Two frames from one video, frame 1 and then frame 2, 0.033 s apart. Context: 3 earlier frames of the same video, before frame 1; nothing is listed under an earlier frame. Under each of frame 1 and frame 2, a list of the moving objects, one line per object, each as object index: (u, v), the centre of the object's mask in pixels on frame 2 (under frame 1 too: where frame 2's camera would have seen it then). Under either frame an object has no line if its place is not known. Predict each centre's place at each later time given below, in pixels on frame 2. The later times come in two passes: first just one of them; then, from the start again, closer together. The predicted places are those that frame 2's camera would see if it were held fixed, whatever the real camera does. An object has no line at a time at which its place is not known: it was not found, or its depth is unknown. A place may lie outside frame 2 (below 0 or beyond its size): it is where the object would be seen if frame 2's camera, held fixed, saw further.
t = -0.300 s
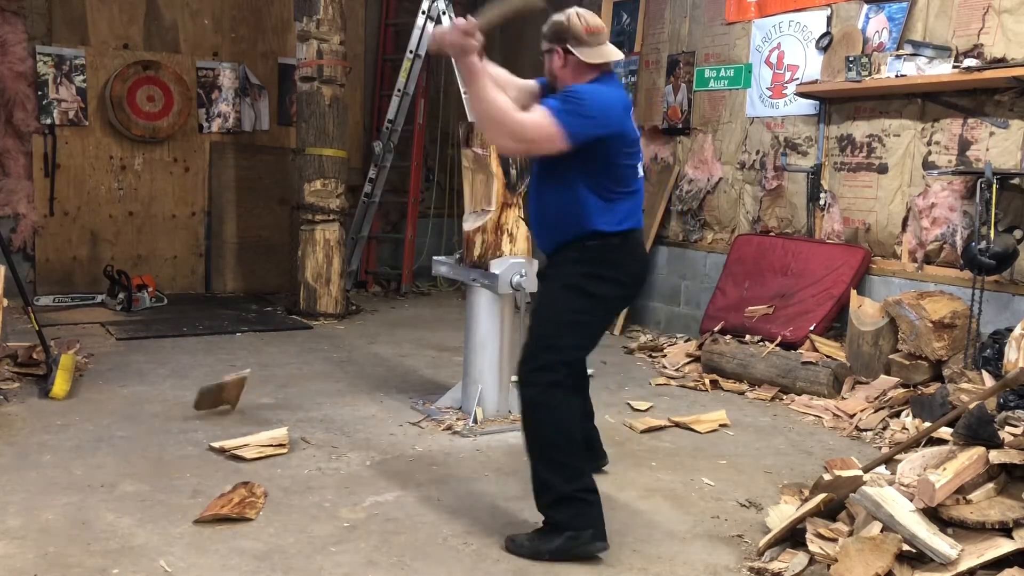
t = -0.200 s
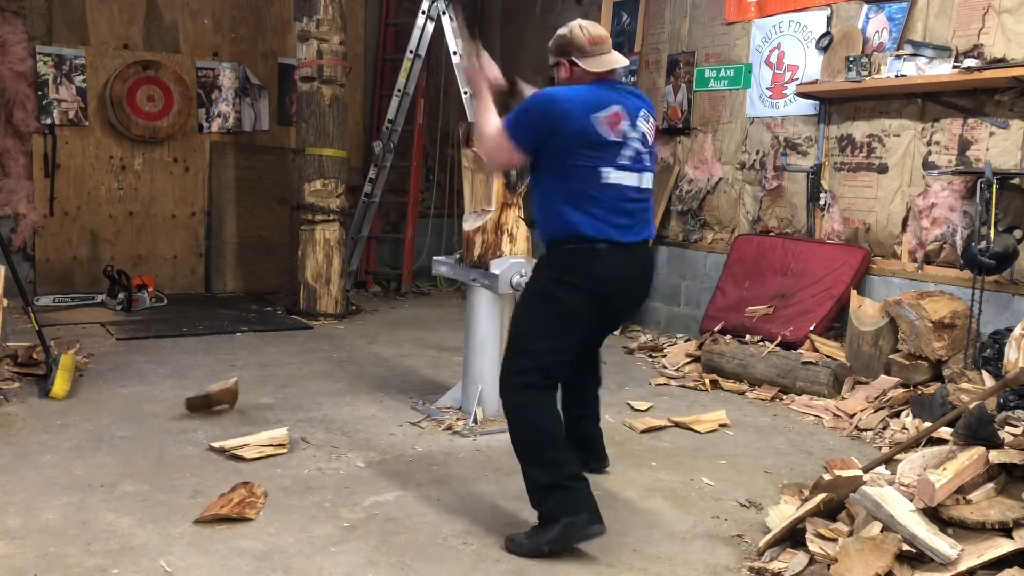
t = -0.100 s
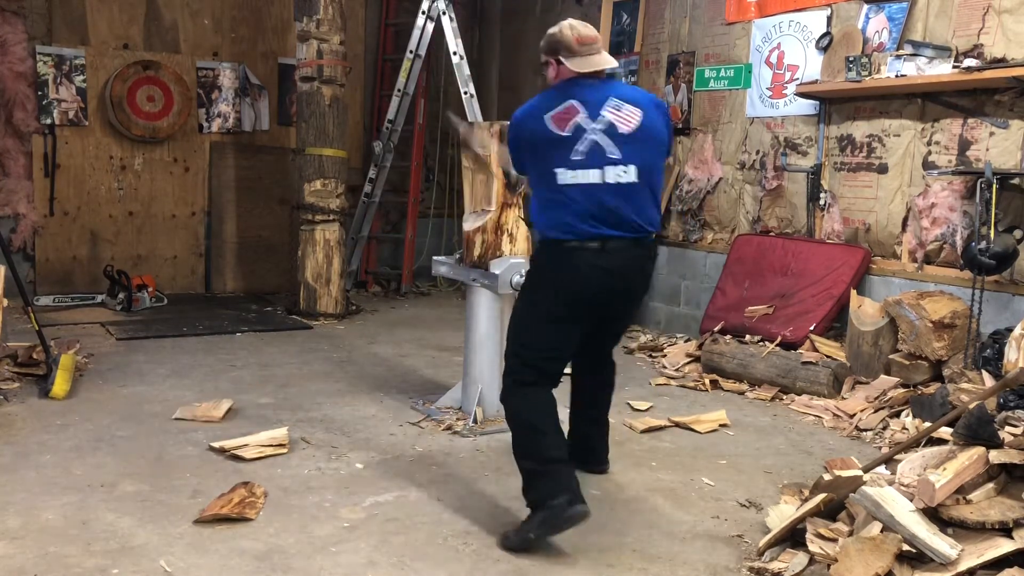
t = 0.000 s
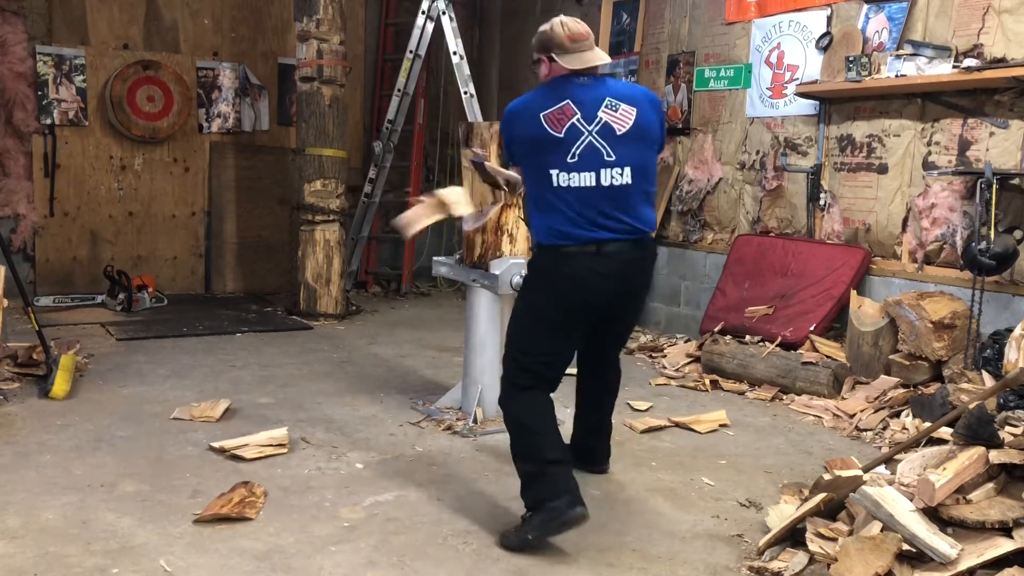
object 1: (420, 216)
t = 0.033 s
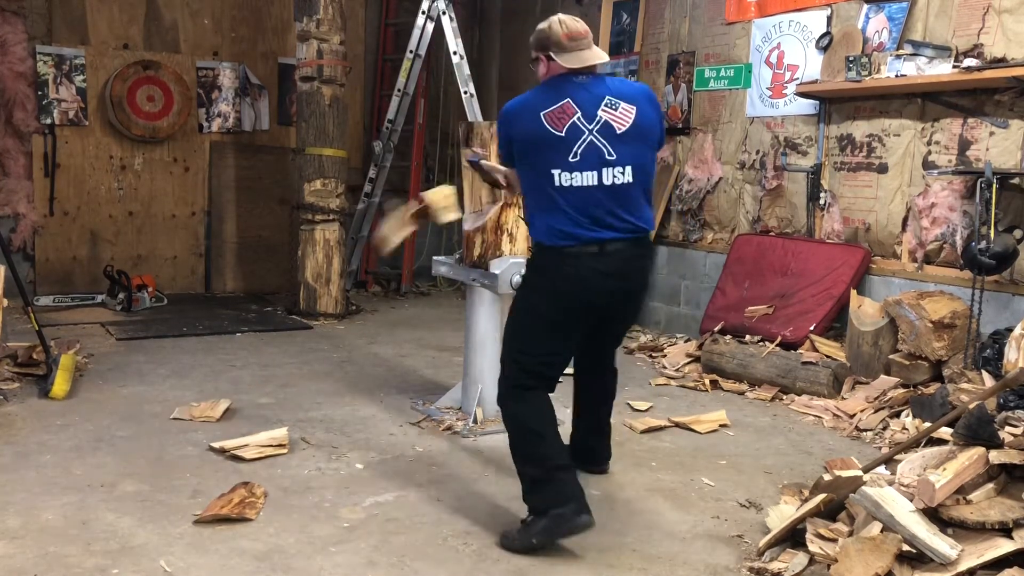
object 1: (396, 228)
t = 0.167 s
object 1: (269, 333)
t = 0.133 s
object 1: (299, 304)
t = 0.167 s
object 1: (269, 333)
